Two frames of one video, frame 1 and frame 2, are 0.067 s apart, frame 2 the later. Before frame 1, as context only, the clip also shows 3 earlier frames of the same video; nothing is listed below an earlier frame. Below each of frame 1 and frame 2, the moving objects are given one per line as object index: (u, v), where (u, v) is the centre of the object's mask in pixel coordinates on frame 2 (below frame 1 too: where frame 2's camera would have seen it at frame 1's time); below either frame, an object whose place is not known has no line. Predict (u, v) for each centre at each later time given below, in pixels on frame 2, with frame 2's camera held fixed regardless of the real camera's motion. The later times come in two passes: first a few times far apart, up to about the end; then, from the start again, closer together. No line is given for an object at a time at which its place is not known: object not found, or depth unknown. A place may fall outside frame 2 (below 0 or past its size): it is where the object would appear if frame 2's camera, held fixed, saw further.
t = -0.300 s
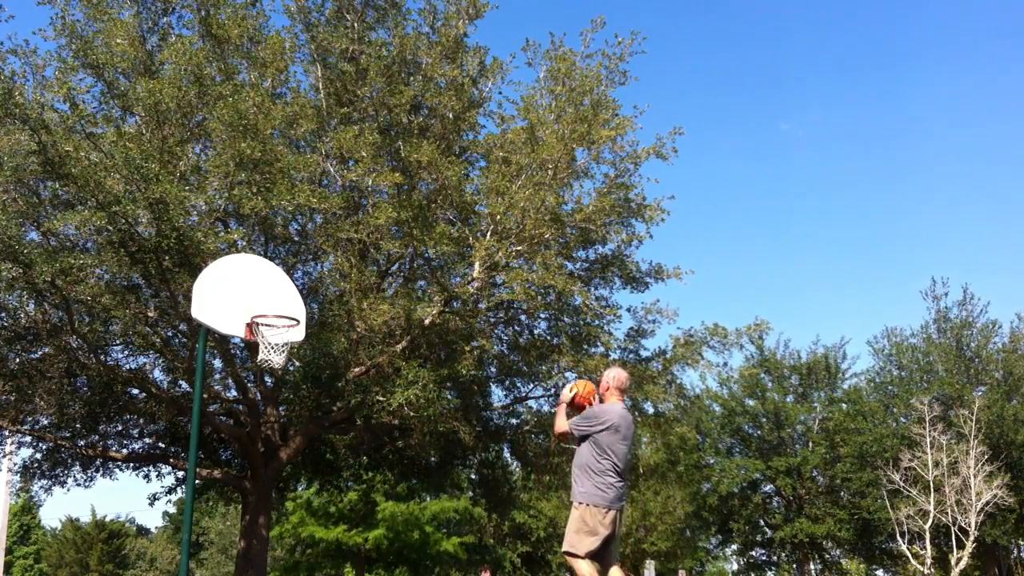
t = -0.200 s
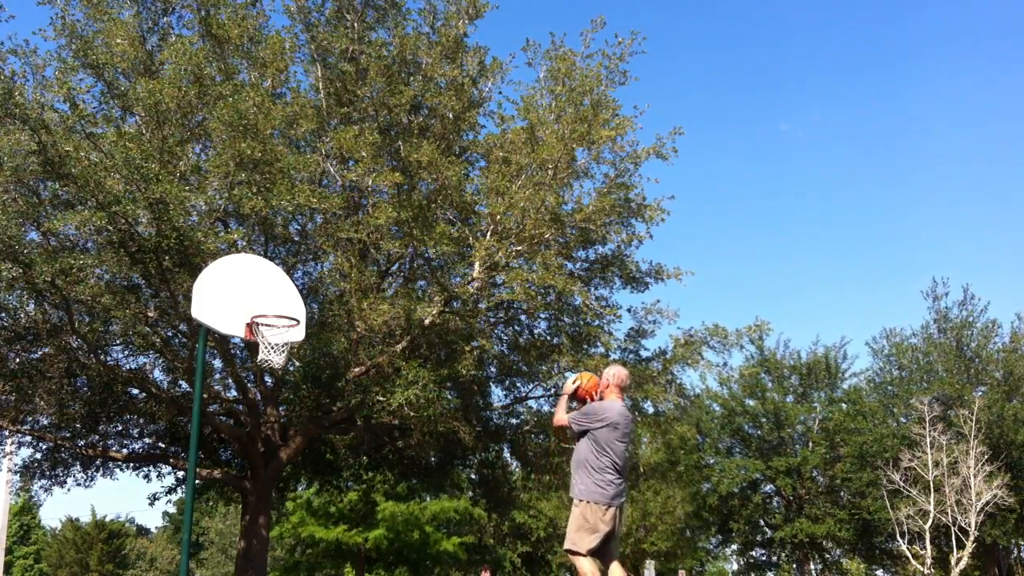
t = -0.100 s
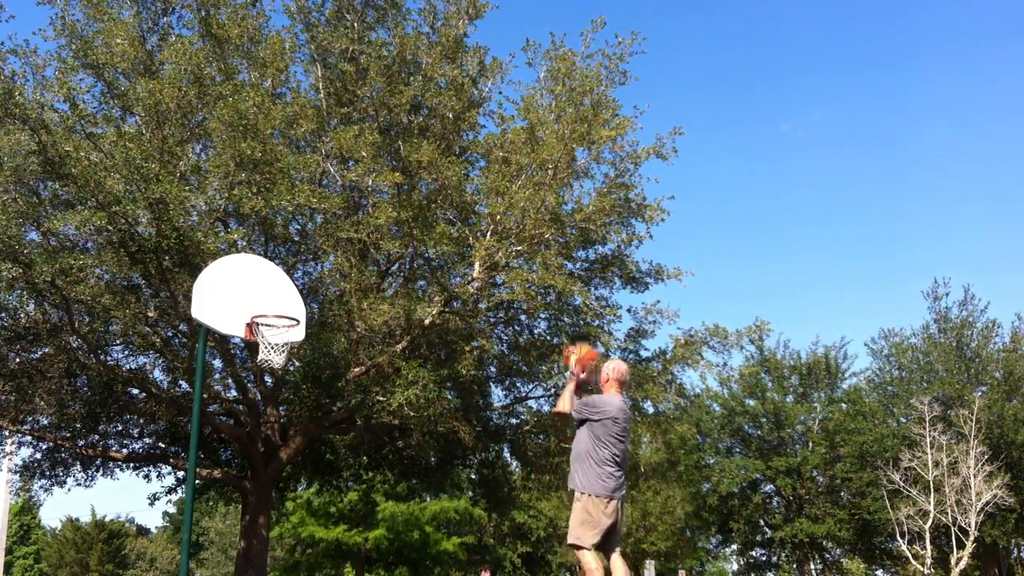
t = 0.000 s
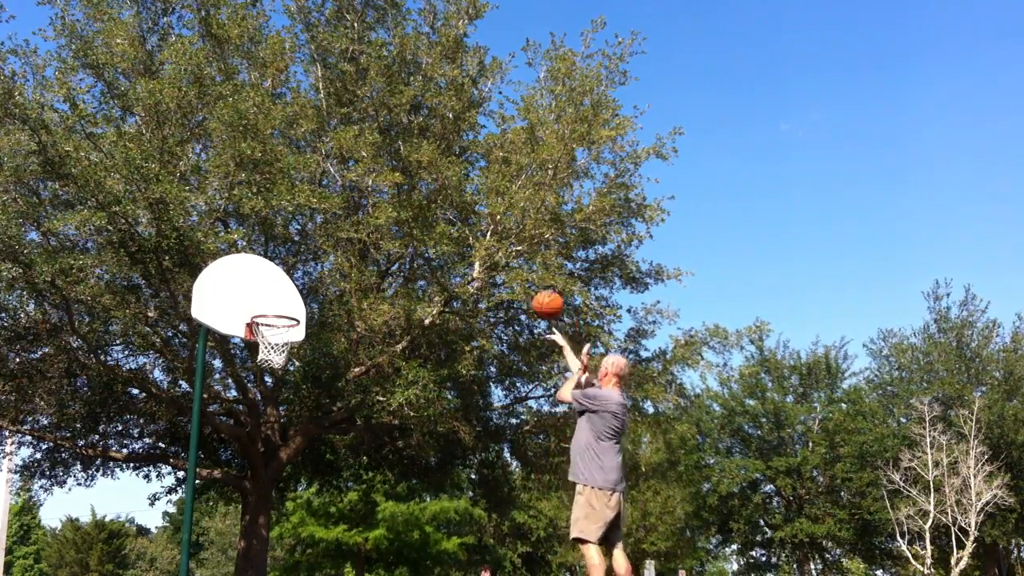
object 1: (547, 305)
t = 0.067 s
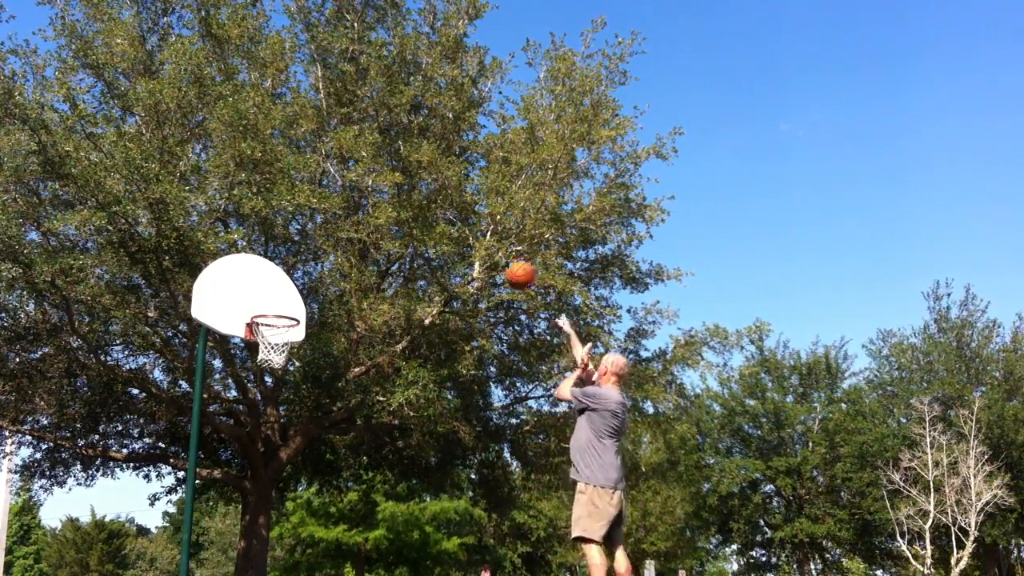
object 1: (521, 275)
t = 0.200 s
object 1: (473, 233)
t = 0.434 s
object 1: (396, 212)
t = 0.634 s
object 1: (339, 236)
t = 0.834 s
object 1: (284, 295)
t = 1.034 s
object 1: (277, 364)
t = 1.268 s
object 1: (285, 425)
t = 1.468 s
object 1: (289, 535)
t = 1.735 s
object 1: (297, 550)
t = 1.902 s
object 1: (306, 493)
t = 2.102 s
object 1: (313, 465)
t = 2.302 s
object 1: (319, 478)
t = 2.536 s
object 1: (326, 559)
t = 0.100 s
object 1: (508, 263)
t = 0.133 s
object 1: (496, 251)
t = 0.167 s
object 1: (483, 242)
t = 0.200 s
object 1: (473, 233)
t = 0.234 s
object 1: (460, 228)
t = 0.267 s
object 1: (449, 222)
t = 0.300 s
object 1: (437, 217)
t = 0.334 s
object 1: (428, 215)
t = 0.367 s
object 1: (417, 213)
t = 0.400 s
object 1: (408, 212)
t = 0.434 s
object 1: (396, 212)
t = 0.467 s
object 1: (387, 214)
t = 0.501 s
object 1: (377, 216)
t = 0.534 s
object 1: (367, 220)
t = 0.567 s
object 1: (358, 224)
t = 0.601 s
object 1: (348, 230)
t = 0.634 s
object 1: (339, 236)
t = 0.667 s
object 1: (329, 244)
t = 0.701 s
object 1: (320, 253)
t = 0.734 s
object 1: (311, 262)
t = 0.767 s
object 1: (302, 272)
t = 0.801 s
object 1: (294, 283)
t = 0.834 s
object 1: (284, 295)
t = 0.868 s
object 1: (275, 309)
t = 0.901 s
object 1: (267, 324)
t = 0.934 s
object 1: (270, 329)
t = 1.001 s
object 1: (275, 358)
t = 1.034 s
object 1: (277, 364)
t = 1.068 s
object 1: (279, 366)
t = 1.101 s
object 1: (281, 373)
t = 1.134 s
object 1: (282, 383)
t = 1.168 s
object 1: (282, 391)
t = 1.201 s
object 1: (284, 401)
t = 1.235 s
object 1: (284, 412)
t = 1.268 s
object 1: (285, 425)
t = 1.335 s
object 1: (286, 456)
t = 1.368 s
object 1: (287, 474)
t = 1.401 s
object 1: (288, 493)
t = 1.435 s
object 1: (288, 513)
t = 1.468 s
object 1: (289, 535)
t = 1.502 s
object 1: (289, 558)
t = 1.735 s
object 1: (297, 550)
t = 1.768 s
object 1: (299, 537)
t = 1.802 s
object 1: (301, 524)
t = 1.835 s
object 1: (302, 513)
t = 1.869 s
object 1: (304, 502)
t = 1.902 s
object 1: (306, 493)
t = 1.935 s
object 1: (307, 485)
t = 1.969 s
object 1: (308, 479)
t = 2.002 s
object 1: (310, 474)
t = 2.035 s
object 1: (311, 469)
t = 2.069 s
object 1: (312, 467)
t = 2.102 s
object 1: (313, 465)
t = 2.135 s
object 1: (314, 464)
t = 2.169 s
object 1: (315, 464)
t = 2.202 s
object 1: (316, 466)
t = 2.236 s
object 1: (318, 468)
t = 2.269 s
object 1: (319, 472)
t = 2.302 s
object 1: (319, 478)
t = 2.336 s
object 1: (321, 485)
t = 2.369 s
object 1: (321, 493)
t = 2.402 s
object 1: (323, 504)
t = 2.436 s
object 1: (324, 515)
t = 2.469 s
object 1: (324, 528)
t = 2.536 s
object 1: (326, 559)
